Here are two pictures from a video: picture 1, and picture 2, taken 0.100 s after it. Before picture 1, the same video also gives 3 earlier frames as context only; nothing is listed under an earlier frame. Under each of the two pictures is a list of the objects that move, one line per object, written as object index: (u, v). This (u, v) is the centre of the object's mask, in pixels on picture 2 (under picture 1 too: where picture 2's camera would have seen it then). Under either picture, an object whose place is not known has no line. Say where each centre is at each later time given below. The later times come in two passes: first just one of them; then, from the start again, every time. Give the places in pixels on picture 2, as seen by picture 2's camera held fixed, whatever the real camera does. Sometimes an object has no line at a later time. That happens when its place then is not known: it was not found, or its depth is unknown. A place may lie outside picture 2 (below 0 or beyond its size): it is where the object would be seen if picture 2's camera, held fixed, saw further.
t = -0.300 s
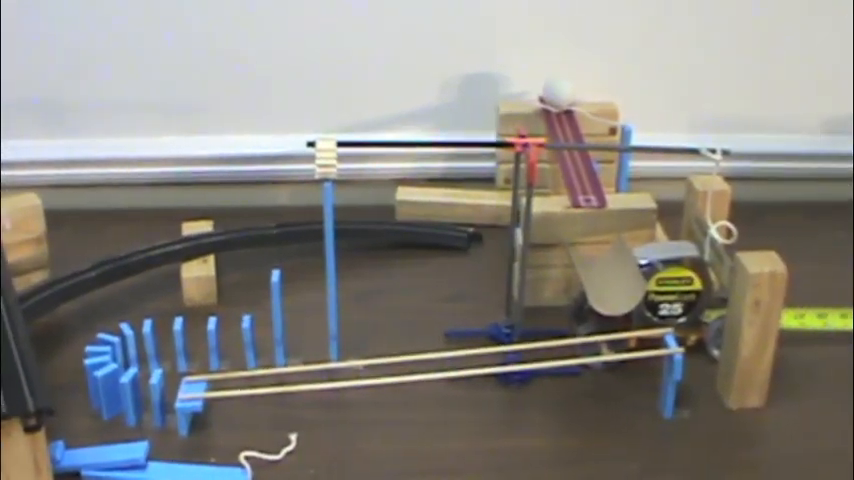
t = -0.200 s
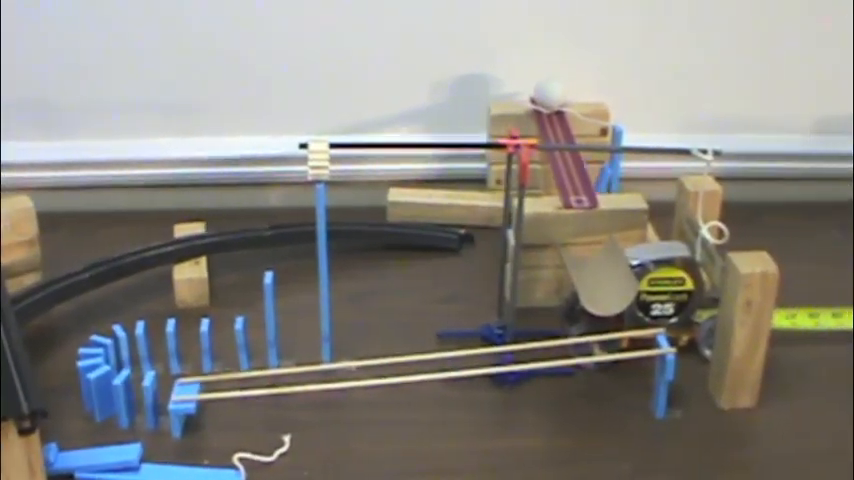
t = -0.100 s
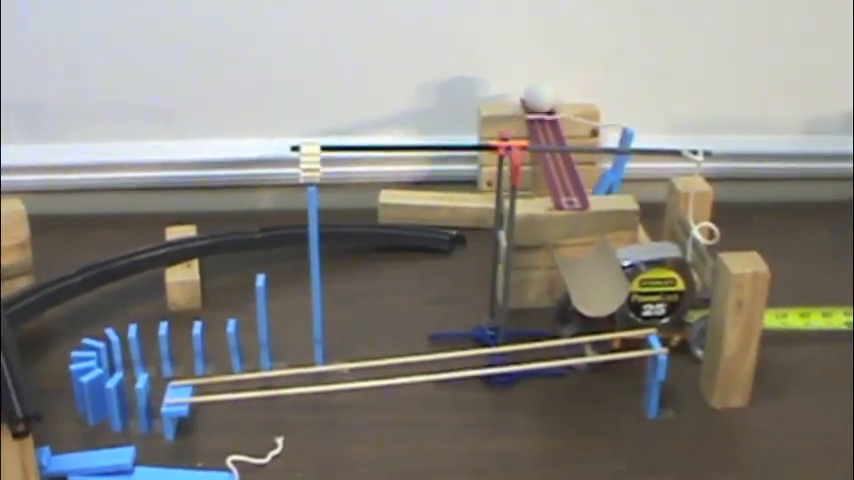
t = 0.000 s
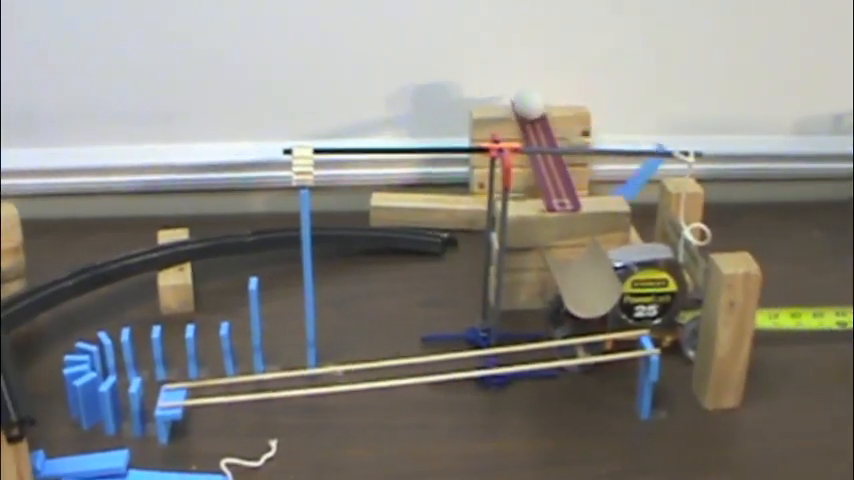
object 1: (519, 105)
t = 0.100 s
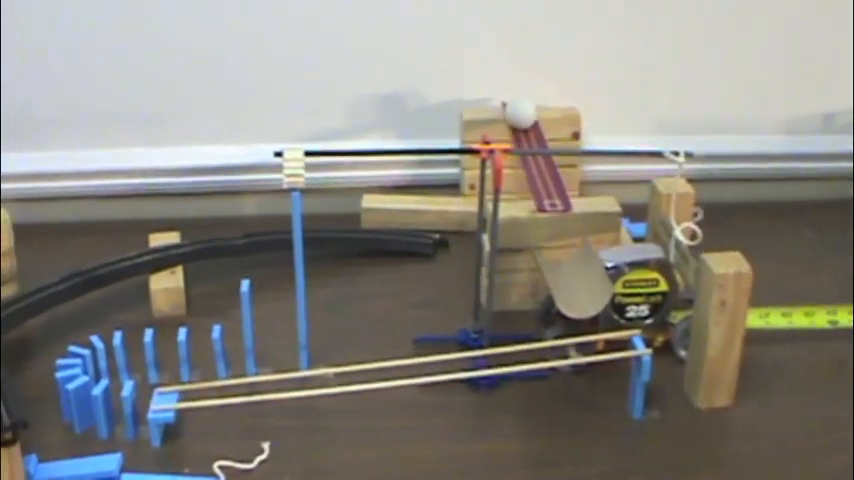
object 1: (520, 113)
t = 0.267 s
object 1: (527, 131)
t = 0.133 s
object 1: (521, 116)
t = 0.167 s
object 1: (522, 119)
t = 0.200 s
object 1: (524, 122)
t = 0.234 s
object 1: (525, 127)
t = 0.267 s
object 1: (527, 131)
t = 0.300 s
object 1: (529, 135)
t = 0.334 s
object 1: (531, 138)
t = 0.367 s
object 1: (534, 147)
